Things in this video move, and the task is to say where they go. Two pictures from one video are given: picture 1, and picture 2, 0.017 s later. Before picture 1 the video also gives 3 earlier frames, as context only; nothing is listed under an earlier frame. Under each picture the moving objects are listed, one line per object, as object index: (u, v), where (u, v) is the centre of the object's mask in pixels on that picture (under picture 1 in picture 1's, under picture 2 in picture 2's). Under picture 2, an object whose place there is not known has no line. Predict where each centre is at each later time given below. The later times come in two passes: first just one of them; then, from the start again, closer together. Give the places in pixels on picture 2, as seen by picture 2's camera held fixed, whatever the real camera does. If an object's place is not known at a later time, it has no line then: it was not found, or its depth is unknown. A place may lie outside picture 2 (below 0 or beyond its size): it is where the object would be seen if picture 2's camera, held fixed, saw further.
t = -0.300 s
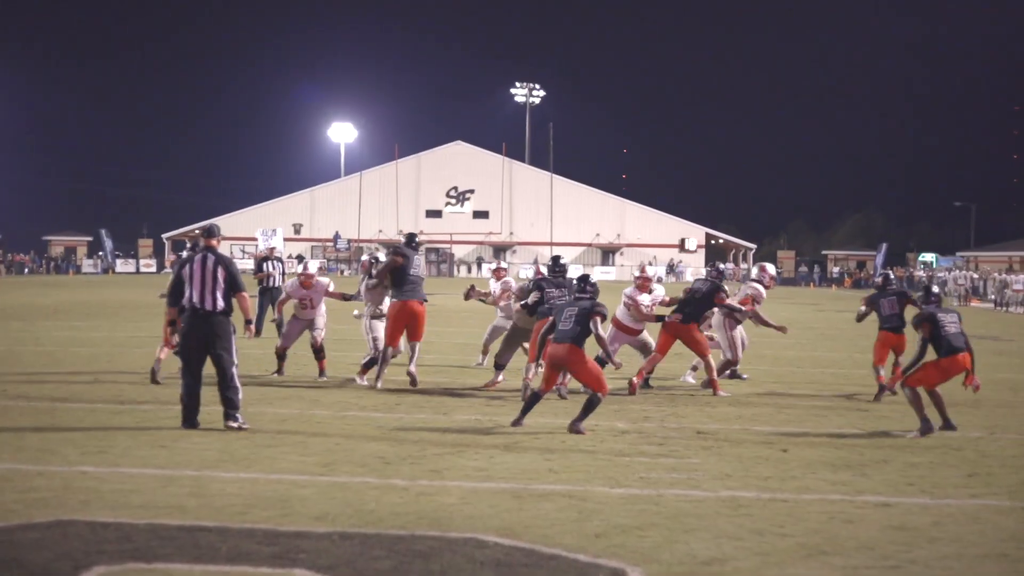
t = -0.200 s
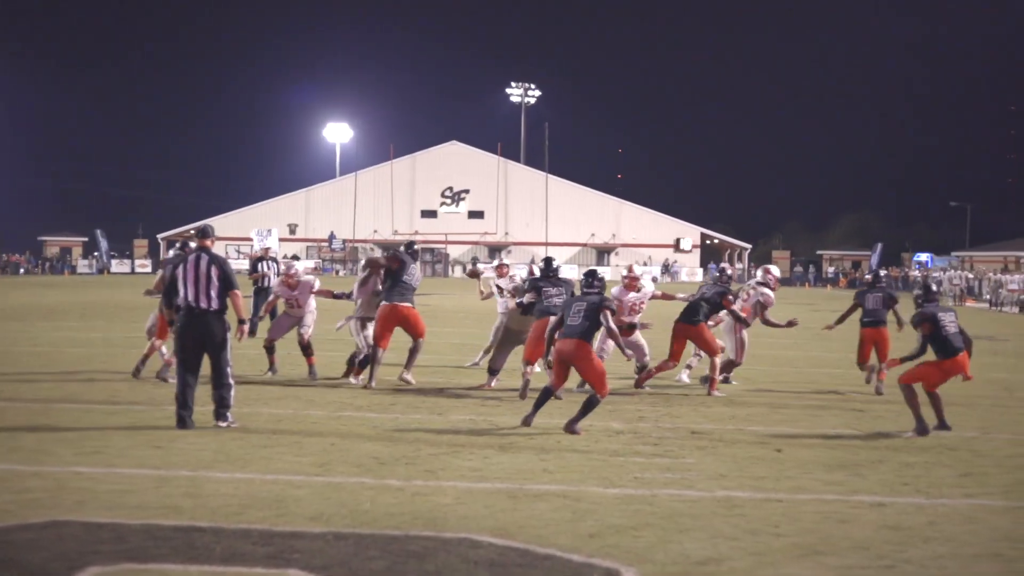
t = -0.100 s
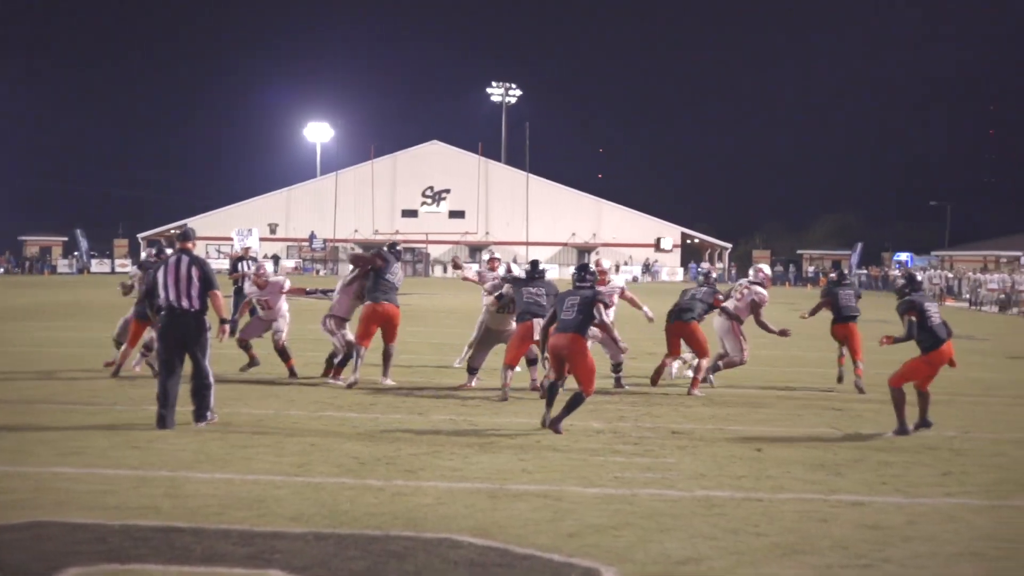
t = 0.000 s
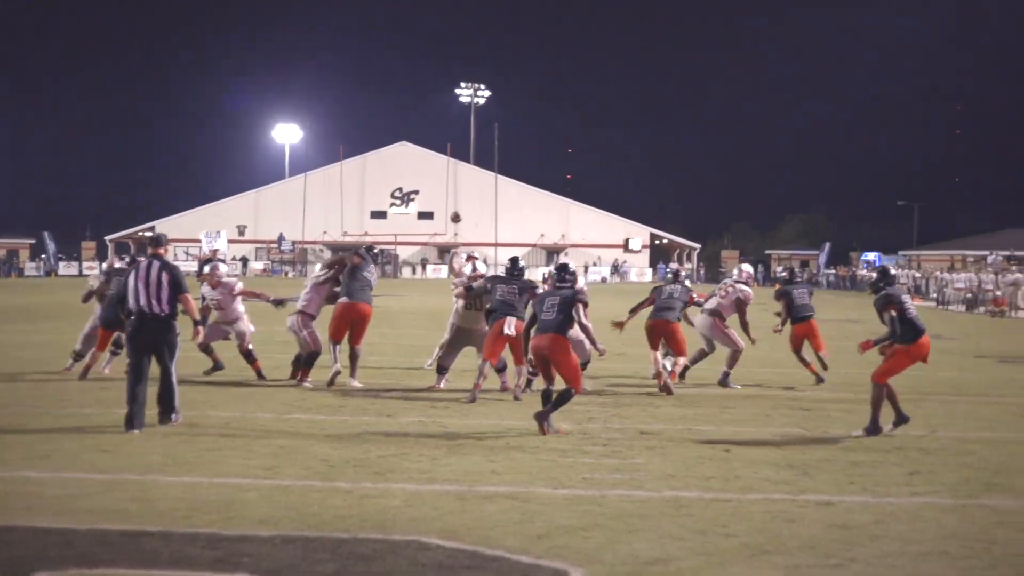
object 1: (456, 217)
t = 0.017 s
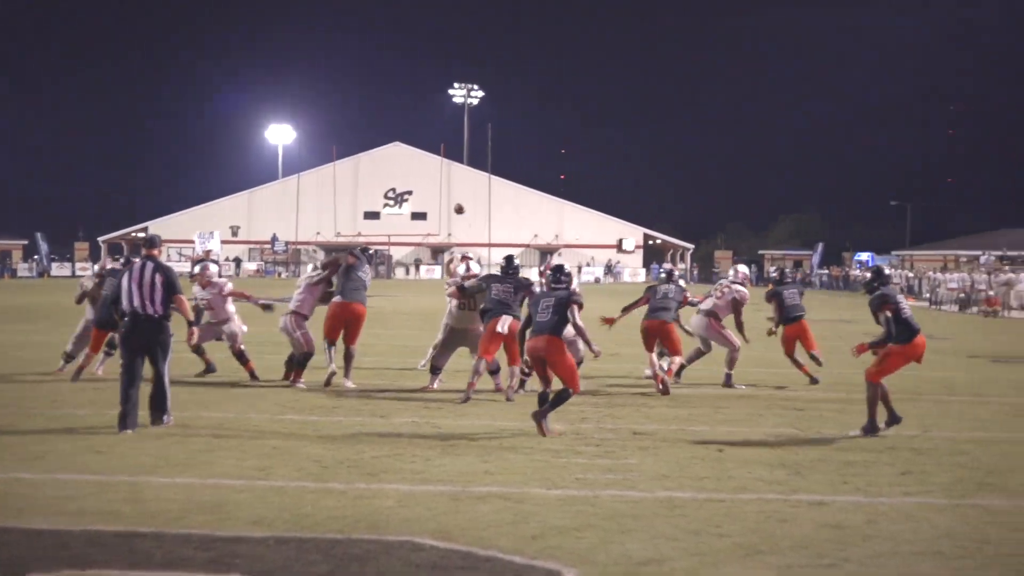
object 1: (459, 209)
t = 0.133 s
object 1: (531, 146)
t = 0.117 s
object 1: (520, 155)
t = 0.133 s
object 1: (531, 146)
